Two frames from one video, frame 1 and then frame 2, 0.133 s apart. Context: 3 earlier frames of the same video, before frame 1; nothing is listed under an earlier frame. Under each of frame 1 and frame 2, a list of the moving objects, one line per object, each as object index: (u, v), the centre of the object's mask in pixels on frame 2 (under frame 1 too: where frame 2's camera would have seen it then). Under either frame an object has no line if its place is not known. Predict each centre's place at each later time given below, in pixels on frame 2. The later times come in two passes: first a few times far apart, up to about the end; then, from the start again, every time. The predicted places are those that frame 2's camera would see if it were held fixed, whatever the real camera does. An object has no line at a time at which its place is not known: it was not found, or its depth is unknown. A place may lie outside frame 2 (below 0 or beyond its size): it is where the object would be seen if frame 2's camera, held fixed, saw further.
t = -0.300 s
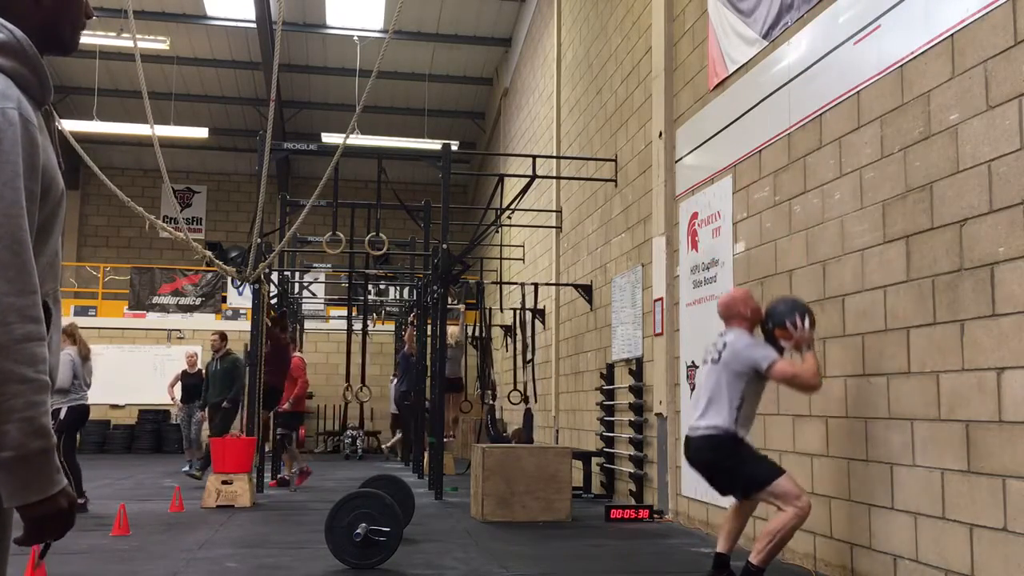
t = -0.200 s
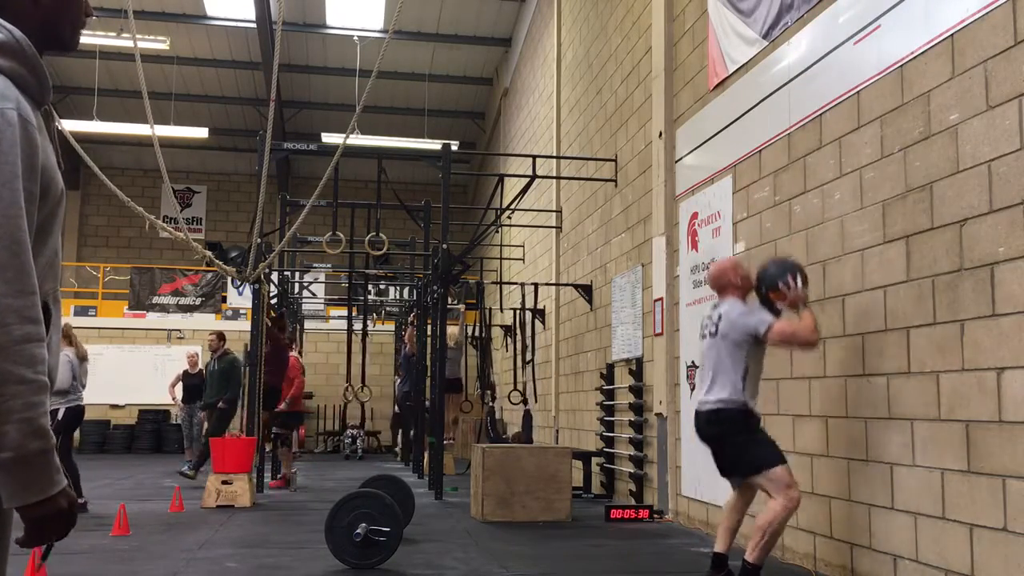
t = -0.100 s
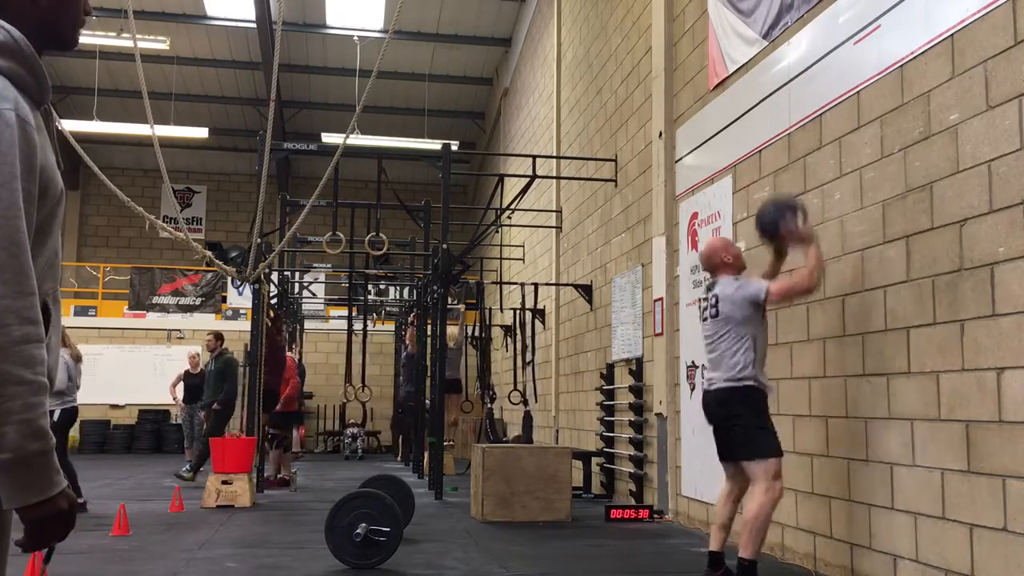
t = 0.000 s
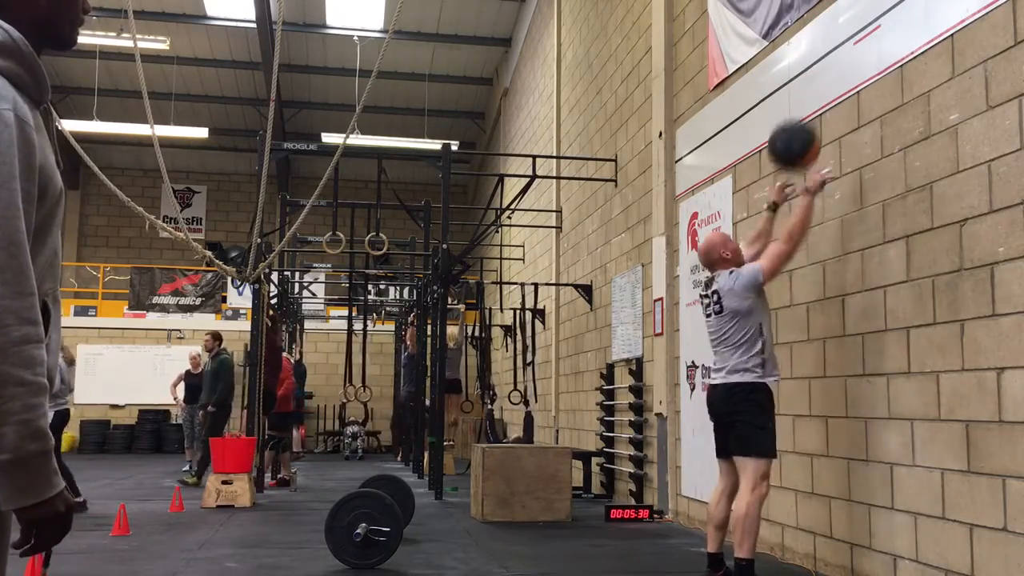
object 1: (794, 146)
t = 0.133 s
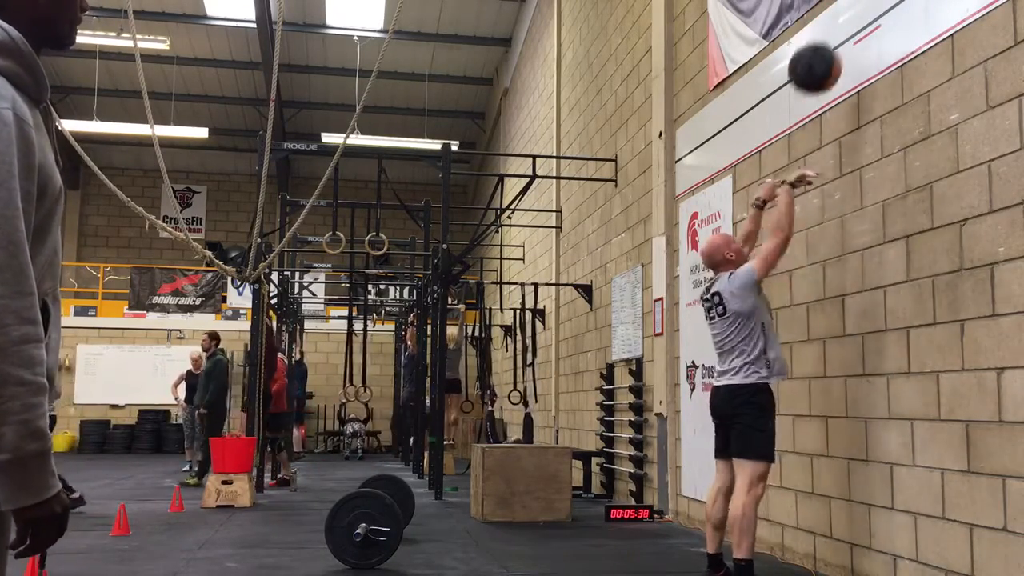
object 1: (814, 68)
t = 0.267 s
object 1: (835, 23)
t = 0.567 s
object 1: (823, 46)
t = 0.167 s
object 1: (820, 54)
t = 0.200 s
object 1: (825, 41)
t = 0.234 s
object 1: (830, 31)
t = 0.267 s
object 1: (835, 23)
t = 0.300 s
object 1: (841, 19)
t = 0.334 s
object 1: (846, 17)
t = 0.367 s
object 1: (845, 17)
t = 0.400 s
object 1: (840, 17)
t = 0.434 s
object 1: (837, 19)
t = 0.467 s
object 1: (833, 21)
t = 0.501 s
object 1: (830, 26)
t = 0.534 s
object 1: (827, 35)
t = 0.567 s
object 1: (823, 46)
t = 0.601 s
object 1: (820, 59)
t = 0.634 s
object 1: (816, 74)
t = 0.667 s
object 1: (813, 91)
